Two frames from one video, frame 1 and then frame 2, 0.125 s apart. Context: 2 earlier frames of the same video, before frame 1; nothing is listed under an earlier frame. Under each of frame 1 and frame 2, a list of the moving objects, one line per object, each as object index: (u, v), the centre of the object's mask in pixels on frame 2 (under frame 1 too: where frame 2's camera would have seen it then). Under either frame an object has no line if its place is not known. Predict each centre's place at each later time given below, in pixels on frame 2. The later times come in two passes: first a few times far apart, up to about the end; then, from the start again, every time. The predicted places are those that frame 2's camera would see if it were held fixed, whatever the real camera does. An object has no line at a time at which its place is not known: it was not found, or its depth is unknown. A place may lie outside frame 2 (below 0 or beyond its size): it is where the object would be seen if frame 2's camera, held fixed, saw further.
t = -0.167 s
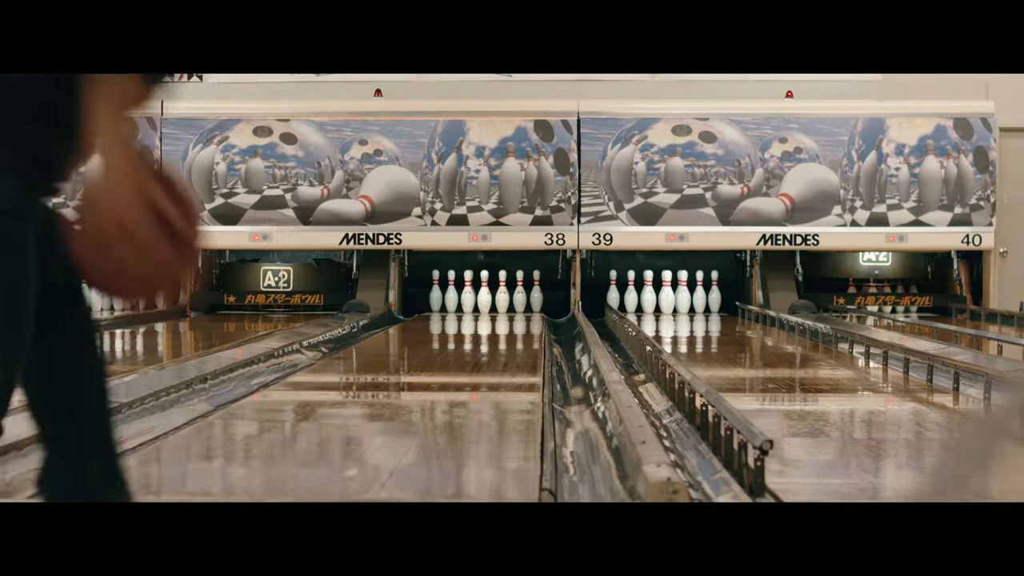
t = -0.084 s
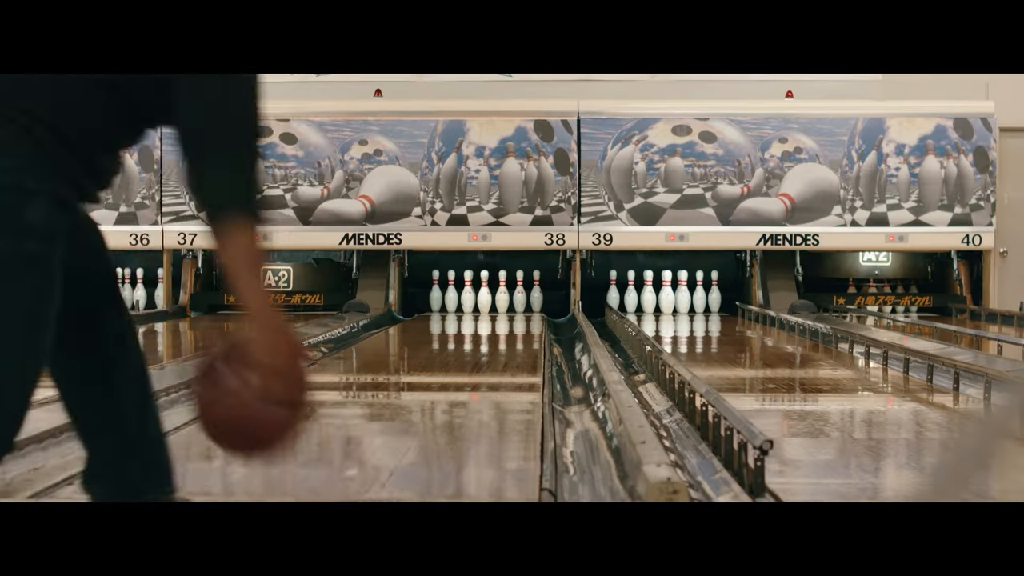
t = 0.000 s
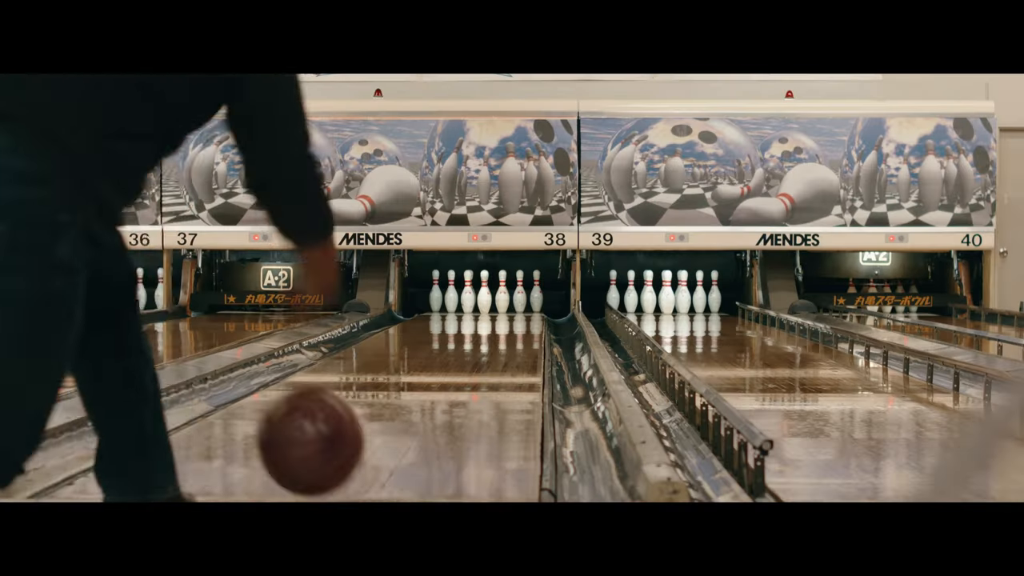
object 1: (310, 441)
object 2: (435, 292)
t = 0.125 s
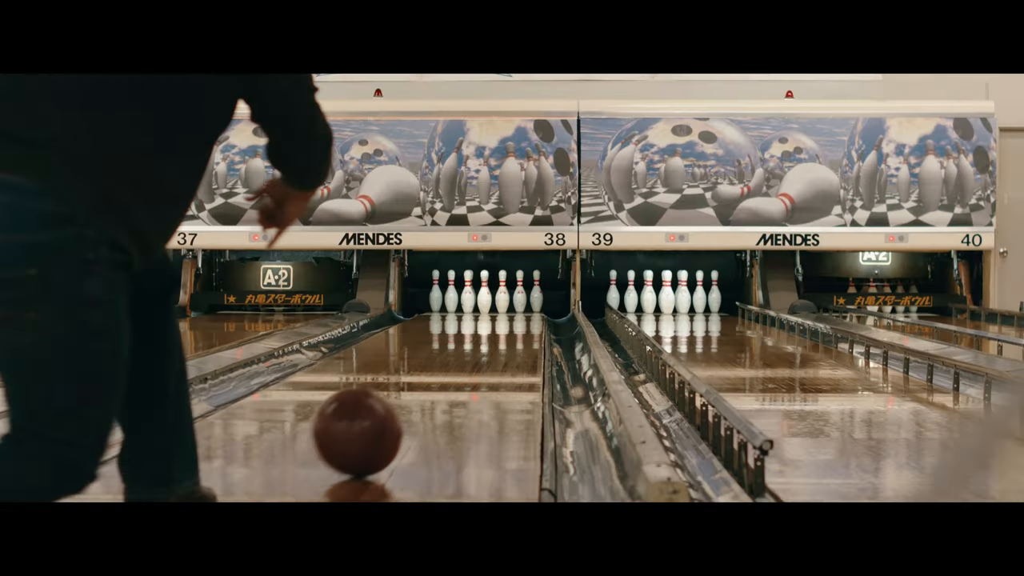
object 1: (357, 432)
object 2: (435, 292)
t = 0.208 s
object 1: (380, 415)
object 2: (435, 292)
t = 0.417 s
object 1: (420, 383)
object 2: (435, 292)
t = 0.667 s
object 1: (450, 359)
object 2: (435, 292)
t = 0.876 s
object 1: (466, 346)
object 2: (435, 292)
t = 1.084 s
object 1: (475, 334)
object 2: (435, 292)
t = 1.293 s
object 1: (482, 325)
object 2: (435, 292)
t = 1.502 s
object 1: (486, 318)
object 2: (435, 292)
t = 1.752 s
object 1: (488, 312)
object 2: (435, 292)
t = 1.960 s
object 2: (435, 292)
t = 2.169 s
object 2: (435, 292)
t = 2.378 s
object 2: (435, 292)
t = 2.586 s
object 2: (435, 282)
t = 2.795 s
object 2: (425, 294)
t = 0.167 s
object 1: (369, 423)
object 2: (435, 292)
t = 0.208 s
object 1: (380, 415)
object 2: (435, 292)
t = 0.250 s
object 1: (390, 407)
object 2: (435, 292)
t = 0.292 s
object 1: (398, 400)
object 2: (435, 292)
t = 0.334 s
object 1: (406, 394)
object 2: (435, 292)
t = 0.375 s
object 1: (414, 388)
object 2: (435, 292)
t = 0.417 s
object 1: (420, 383)
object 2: (435, 292)
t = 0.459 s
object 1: (427, 378)
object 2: (435, 292)
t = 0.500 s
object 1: (432, 373)
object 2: (435, 292)
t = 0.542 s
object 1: (437, 369)
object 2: (435, 292)
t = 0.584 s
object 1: (441, 365)
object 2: (435, 292)
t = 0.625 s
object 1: (445, 362)
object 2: (435, 292)
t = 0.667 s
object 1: (450, 359)
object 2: (435, 292)
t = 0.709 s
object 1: (454, 356)
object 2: (435, 292)
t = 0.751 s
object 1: (457, 353)
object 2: (435, 292)
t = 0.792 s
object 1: (460, 350)
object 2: (435, 292)
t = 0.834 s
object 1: (463, 348)
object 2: (435, 292)
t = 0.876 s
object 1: (466, 346)
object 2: (435, 292)
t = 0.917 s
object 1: (468, 342)
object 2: (435, 292)
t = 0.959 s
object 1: (470, 340)
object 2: (435, 292)
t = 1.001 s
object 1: (472, 338)
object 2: (435, 292)
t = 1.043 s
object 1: (474, 336)
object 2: (435, 292)
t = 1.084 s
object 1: (475, 334)
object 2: (435, 292)
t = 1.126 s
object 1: (477, 332)
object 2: (435, 292)
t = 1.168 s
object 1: (478, 330)
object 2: (435, 292)
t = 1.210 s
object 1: (479, 328)
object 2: (435, 292)
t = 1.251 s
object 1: (481, 327)
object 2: (435, 292)
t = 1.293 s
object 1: (482, 325)
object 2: (435, 292)
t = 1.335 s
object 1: (483, 324)
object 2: (435, 292)
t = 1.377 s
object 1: (484, 323)
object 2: (435, 292)
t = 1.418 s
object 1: (485, 321)
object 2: (435, 292)
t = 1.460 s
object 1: (485, 320)
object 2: (435, 292)
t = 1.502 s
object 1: (486, 318)
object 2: (435, 292)
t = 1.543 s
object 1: (487, 317)
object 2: (435, 292)
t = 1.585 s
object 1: (487, 316)
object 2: (435, 292)
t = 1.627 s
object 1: (487, 315)
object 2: (435, 292)
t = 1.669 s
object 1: (488, 314)
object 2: (435, 292)
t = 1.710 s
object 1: (488, 313)
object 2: (435, 292)
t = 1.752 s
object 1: (488, 312)
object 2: (435, 292)
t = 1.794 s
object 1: (488, 311)
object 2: (435, 292)
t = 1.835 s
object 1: (488, 310)
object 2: (435, 292)
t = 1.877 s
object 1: (488, 310)
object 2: (435, 292)
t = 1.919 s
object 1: (488, 309)
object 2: (435, 292)
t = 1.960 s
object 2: (435, 292)
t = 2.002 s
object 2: (435, 292)
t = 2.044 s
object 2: (435, 292)
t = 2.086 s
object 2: (435, 292)
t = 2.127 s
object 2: (435, 292)
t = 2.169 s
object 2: (435, 292)
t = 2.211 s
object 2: (435, 292)
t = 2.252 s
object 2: (435, 292)
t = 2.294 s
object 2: (435, 292)
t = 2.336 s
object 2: (435, 292)
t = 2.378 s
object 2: (435, 292)
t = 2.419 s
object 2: (435, 292)
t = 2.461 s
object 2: (435, 292)
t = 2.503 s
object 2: (435, 292)
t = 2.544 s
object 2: (434, 290)
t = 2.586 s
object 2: (435, 282)
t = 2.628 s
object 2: (435, 283)
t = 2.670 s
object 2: (432, 287)
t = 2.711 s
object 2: (429, 292)
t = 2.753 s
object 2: (427, 293)
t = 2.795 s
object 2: (425, 294)
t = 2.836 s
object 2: (424, 294)
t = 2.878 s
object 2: (423, 299)
